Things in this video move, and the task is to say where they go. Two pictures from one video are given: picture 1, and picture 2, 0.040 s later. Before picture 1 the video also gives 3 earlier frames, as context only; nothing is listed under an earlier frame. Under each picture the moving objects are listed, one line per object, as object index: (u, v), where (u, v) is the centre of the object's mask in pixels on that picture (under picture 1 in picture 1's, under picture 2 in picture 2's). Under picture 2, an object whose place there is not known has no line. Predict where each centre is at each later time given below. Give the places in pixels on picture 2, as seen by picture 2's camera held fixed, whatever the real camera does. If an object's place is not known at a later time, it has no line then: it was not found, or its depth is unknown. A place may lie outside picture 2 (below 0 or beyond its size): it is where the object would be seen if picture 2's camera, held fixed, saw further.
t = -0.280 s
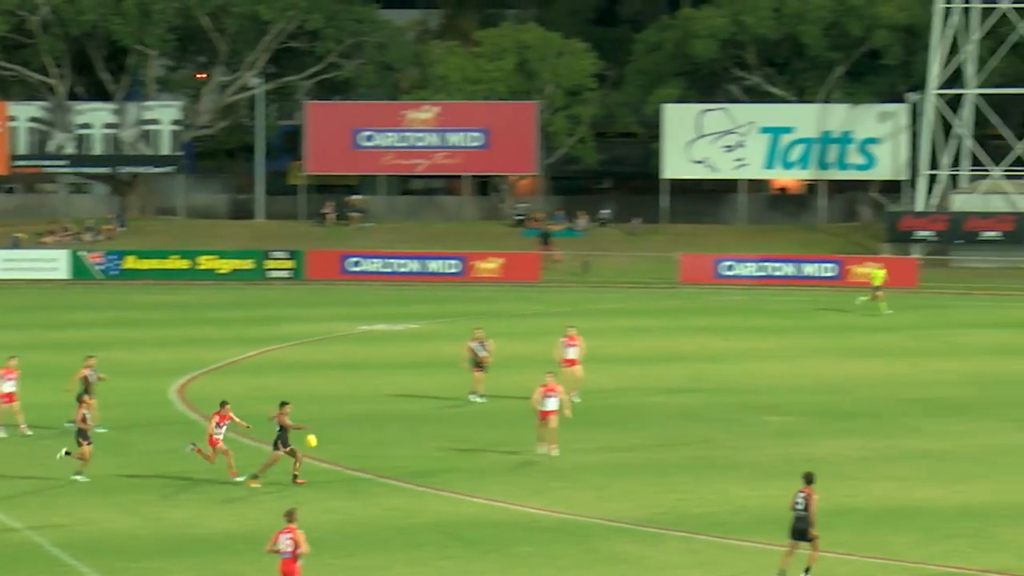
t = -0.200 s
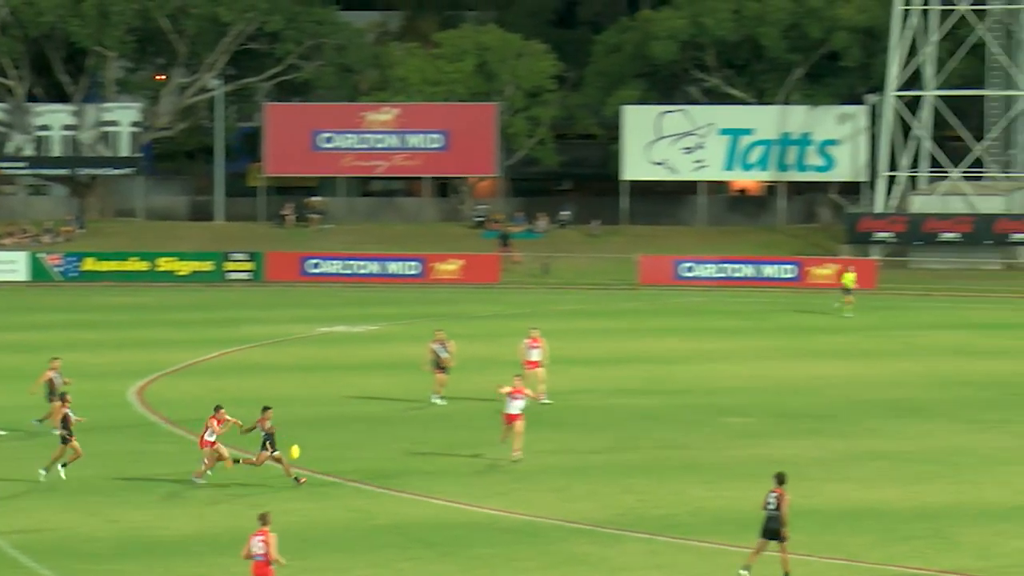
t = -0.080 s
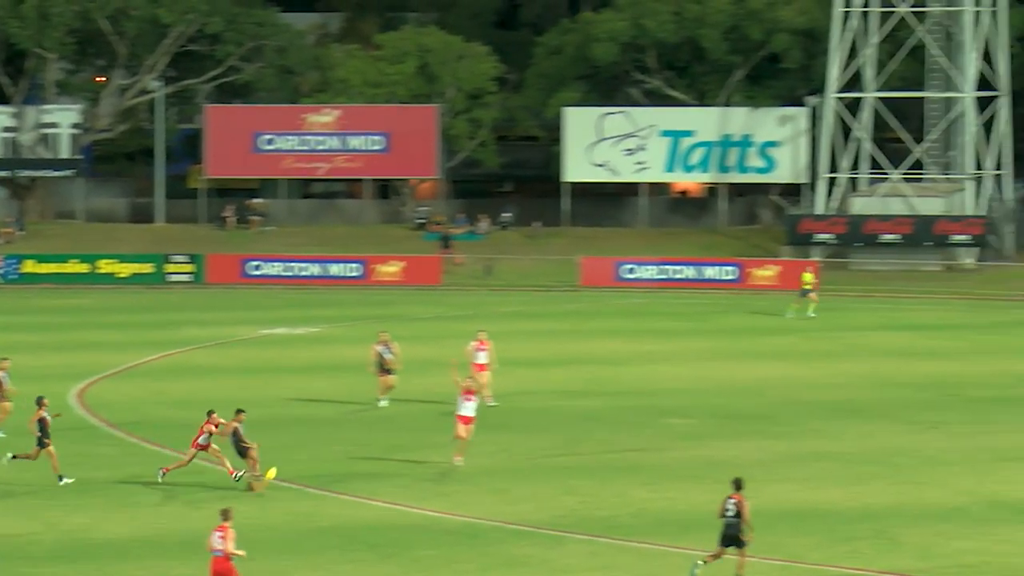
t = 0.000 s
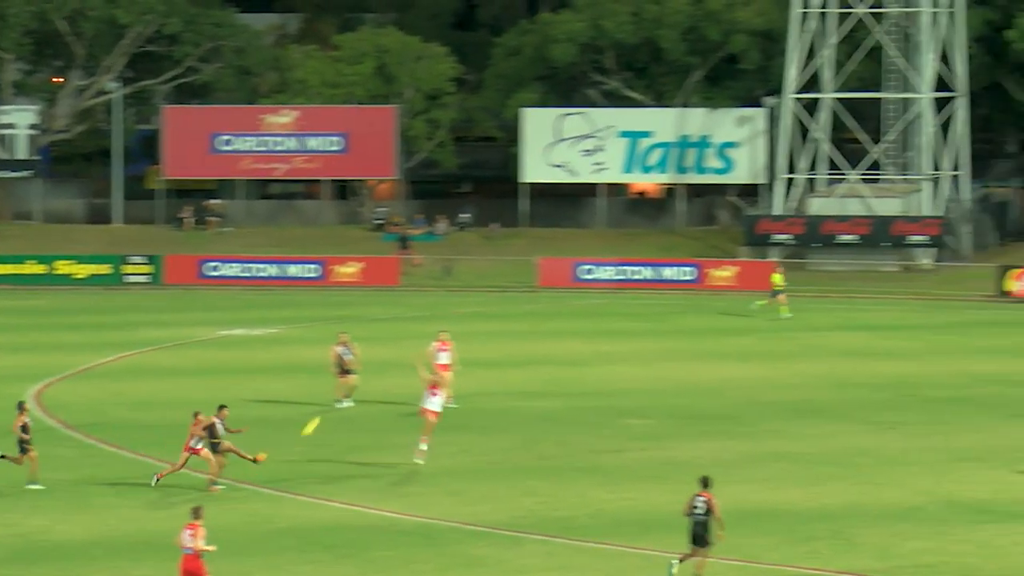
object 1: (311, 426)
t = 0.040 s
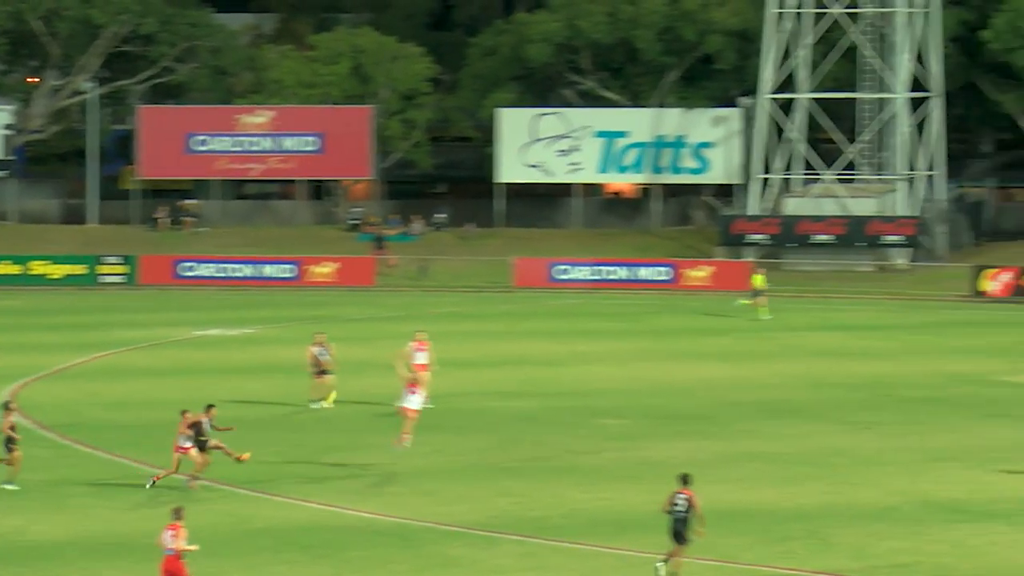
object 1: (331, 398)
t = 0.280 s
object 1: (569, 256)
